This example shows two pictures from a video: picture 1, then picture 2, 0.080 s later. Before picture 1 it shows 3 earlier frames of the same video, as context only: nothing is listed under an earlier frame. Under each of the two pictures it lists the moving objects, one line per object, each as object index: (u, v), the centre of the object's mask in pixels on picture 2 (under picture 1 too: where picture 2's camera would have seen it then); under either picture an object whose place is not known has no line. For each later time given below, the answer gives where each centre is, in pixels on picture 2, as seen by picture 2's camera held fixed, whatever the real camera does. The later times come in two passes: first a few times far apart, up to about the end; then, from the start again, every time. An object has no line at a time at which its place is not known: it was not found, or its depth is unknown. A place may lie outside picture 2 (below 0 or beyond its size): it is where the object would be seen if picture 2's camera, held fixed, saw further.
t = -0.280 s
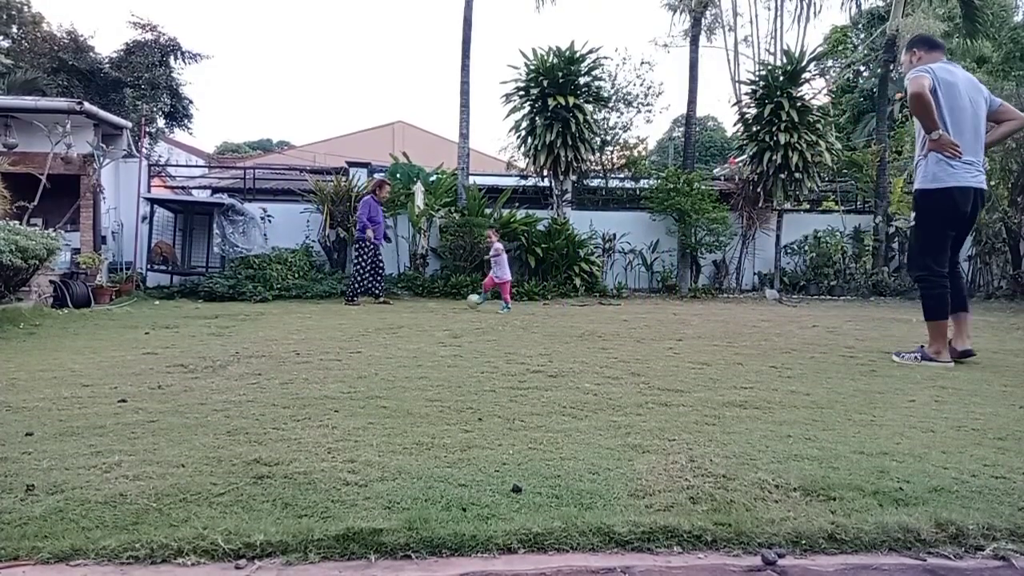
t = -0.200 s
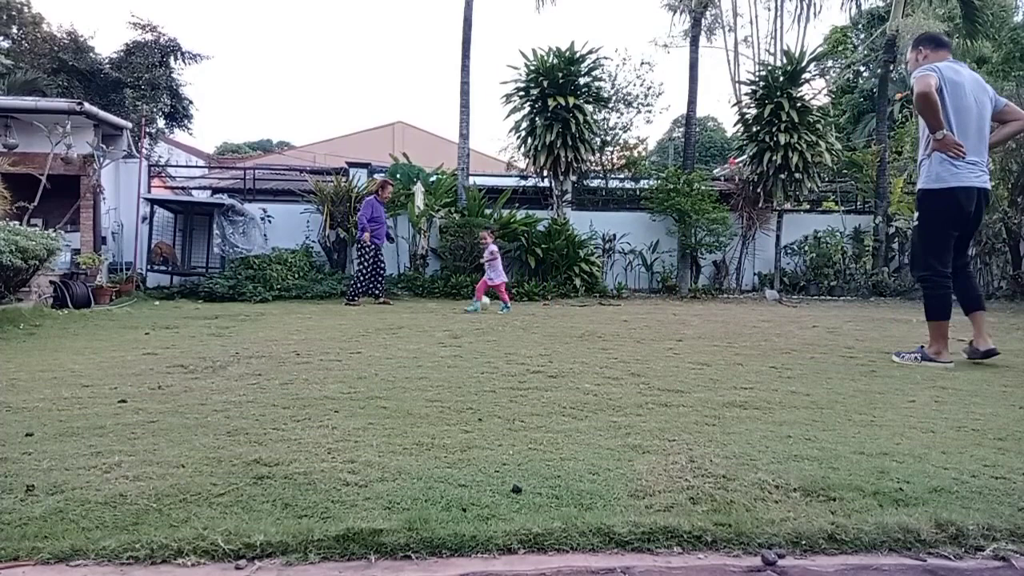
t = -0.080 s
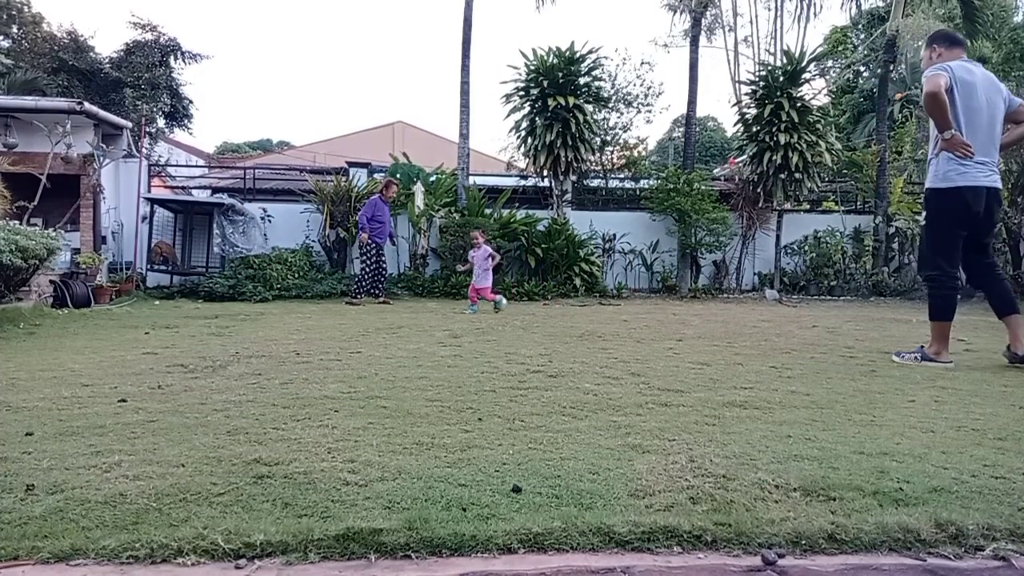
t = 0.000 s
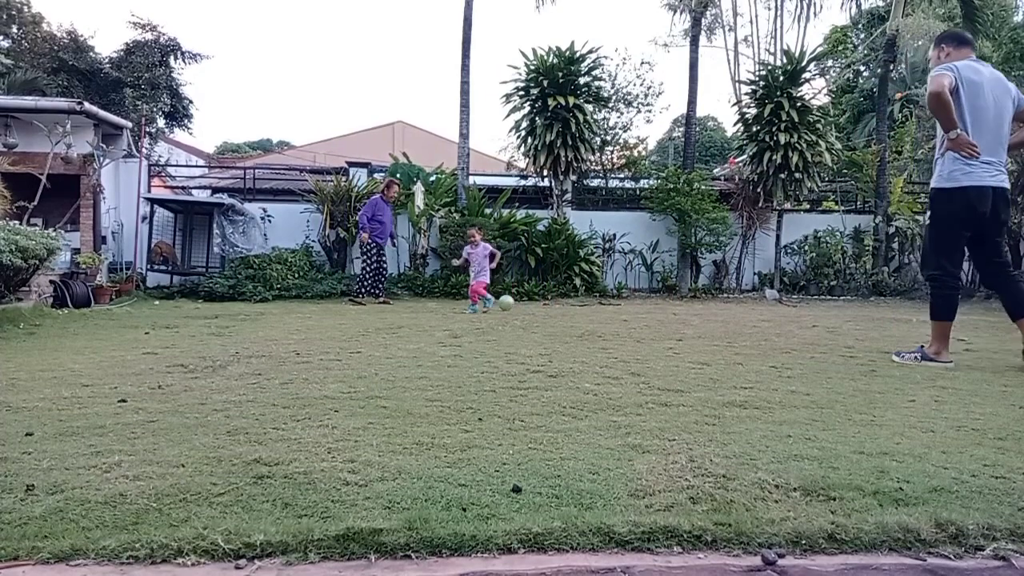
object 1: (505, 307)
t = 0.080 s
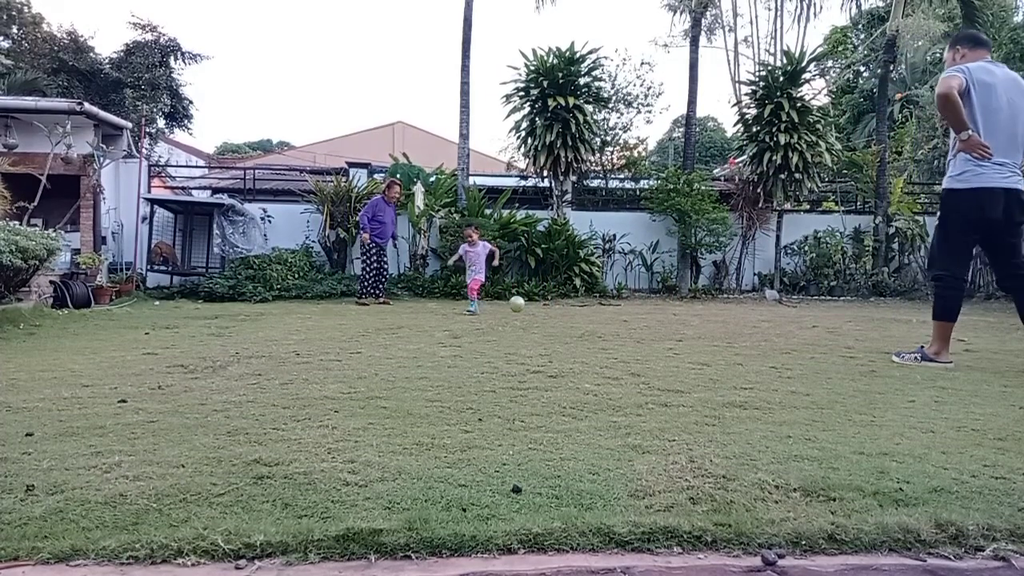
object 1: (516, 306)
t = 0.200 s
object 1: (527, 306)
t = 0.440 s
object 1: (550, 307)
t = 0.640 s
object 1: (569, 309)
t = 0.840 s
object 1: (587, 310)
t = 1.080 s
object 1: (605, 310)
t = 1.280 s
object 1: (617, 310)
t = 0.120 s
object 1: (519, 305)
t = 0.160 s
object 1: (523, 305)
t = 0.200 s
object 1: (527, 306)
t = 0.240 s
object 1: (530, 306)
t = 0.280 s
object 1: (534, 305)
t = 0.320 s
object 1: (540, 306)
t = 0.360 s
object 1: (544, 306)
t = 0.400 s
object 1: (547, 306)
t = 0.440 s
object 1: (550, 307)
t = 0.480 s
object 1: (553, 307)
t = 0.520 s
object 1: (560, 308)
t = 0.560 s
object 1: (563, 308)
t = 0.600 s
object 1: (566, 308)
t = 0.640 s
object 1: (569, 309)
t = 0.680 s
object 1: (572, 309)
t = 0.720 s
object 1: (576, 309)
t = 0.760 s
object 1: (581, 310)
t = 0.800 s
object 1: (584, 310)
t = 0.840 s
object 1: (587, 310)
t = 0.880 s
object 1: (590, 310)
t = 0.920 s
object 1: (592, 310)
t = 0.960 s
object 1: (597, 309)
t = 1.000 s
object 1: (600, 309)
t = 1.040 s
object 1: (602, 310)
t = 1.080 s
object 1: (605, 310)
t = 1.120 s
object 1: (607, 310)
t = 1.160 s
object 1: (609, 310)
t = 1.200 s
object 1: (613, 311)
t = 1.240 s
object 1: (616, 310)
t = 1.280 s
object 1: (617, 310)
